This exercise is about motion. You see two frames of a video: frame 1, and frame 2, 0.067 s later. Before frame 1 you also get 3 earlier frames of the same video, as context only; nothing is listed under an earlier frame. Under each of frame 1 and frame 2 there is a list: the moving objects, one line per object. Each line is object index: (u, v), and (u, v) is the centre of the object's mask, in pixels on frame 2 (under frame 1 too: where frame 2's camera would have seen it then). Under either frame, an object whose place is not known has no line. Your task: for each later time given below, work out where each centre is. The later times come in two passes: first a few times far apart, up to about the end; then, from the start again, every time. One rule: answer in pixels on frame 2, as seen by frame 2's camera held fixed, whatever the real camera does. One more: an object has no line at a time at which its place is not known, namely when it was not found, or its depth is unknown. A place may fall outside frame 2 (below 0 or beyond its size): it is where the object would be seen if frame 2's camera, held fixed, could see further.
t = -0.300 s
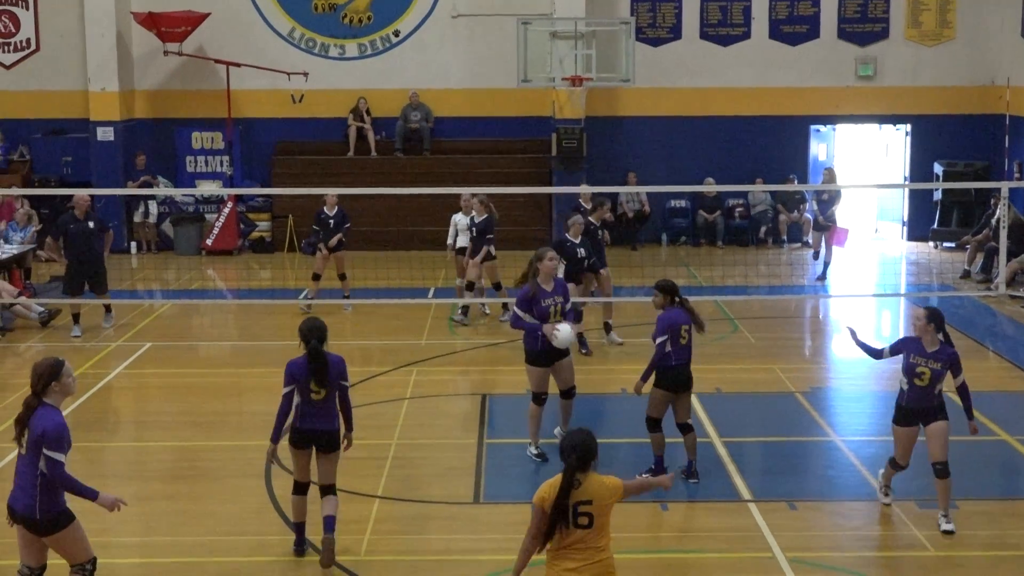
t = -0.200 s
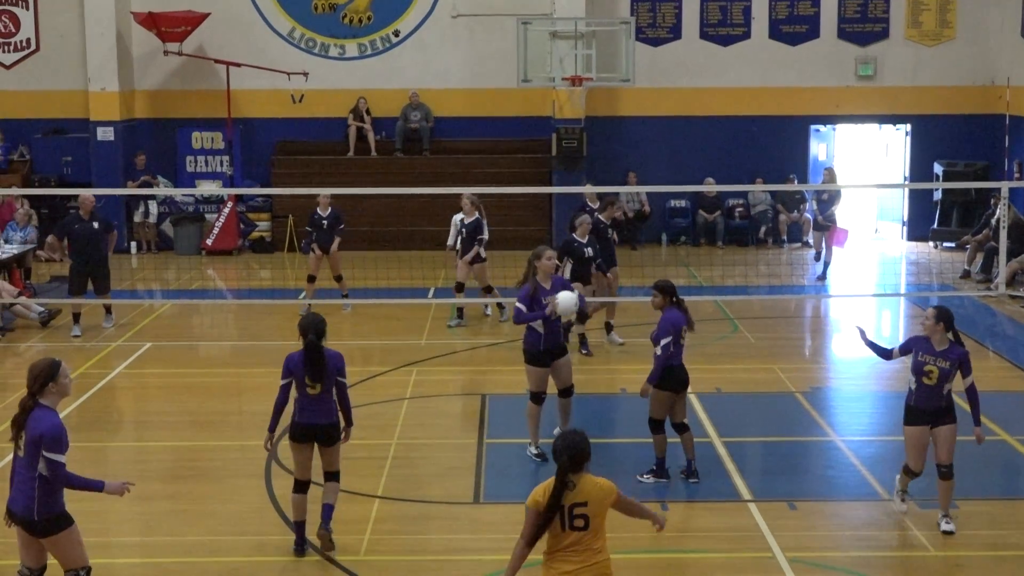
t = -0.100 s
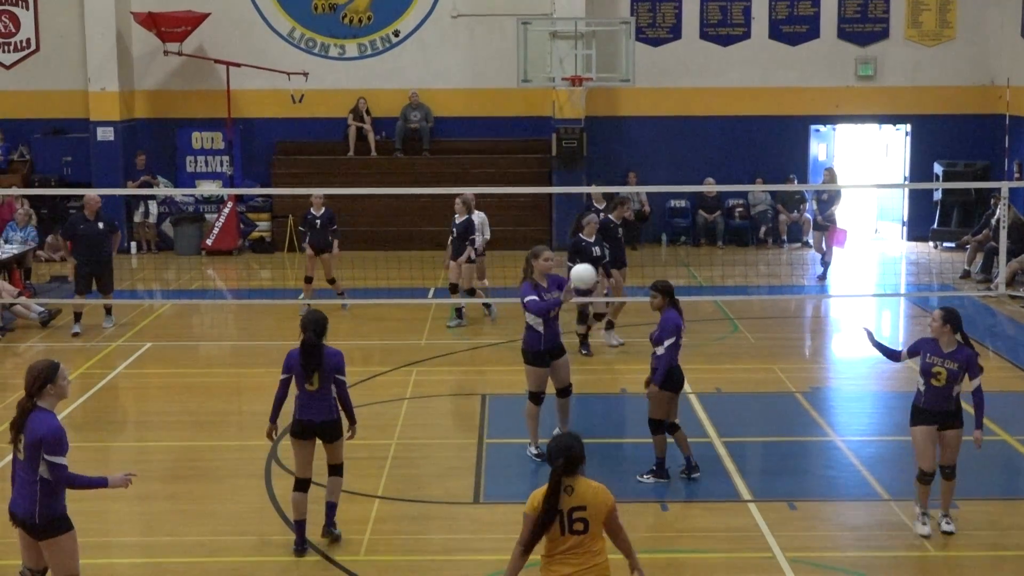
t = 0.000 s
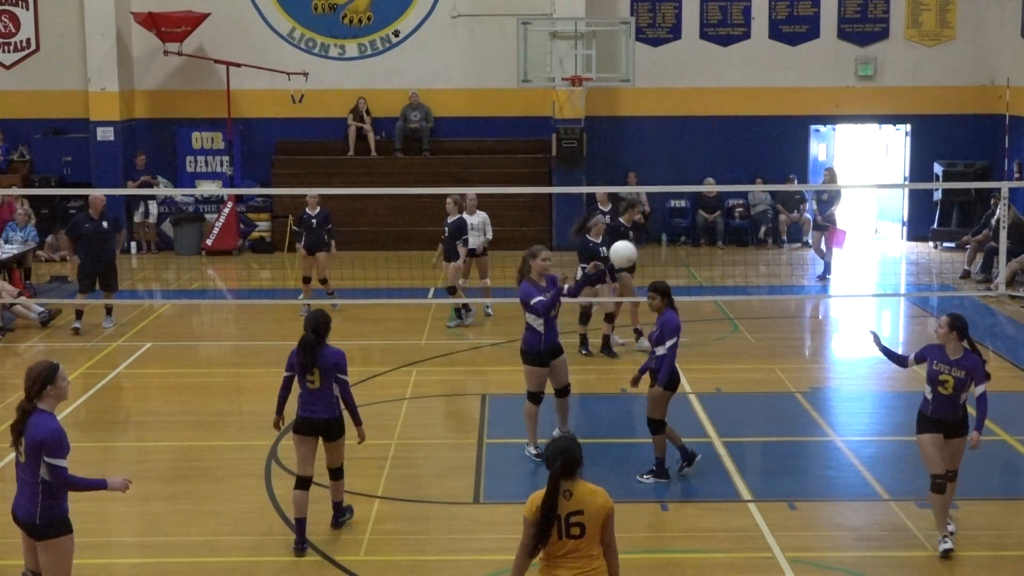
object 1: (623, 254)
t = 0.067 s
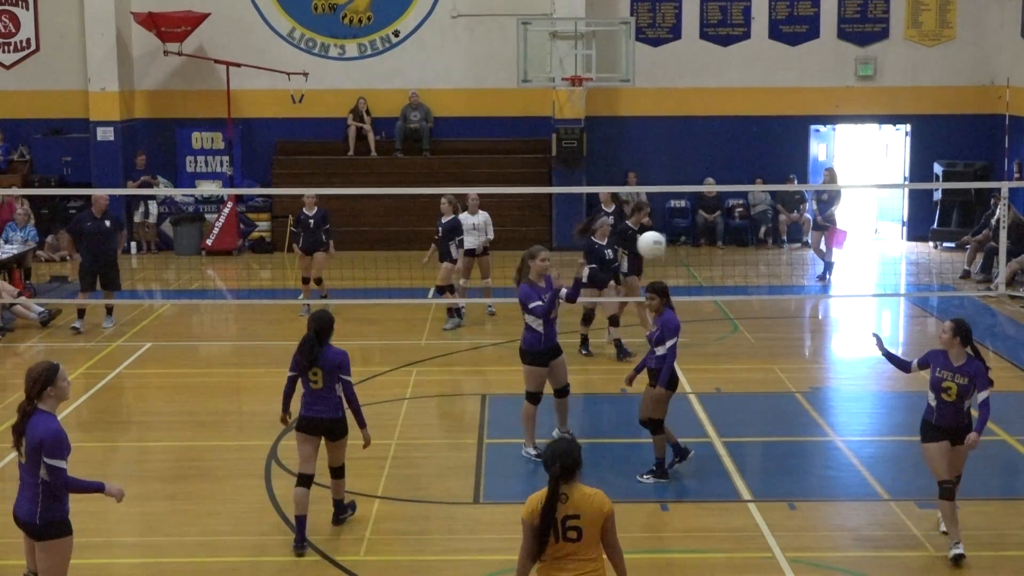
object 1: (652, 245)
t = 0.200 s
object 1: (712, 243)
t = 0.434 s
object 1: (830, 303)
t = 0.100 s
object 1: (666, 242)
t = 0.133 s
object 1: (681, 241)
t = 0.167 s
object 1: (696, 242)
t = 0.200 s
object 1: (712, 243)
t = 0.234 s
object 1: (728, 245)
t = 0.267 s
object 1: (744, 251)
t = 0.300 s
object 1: (760, 257)
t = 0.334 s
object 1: (777, 266)
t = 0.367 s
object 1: (795, 277)
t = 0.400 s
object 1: (813, 289)
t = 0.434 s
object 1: (830, 303)
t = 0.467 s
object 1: (850, 320)
